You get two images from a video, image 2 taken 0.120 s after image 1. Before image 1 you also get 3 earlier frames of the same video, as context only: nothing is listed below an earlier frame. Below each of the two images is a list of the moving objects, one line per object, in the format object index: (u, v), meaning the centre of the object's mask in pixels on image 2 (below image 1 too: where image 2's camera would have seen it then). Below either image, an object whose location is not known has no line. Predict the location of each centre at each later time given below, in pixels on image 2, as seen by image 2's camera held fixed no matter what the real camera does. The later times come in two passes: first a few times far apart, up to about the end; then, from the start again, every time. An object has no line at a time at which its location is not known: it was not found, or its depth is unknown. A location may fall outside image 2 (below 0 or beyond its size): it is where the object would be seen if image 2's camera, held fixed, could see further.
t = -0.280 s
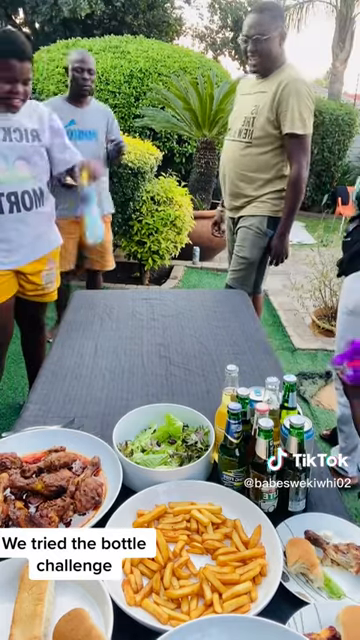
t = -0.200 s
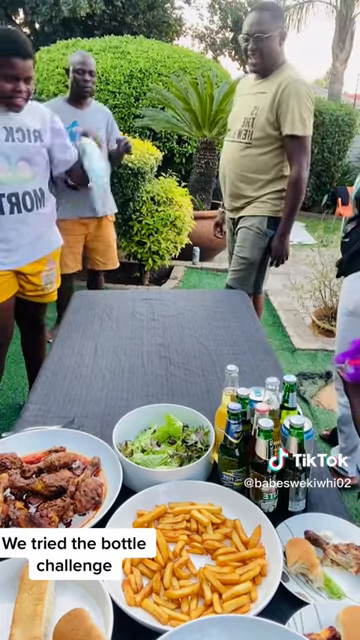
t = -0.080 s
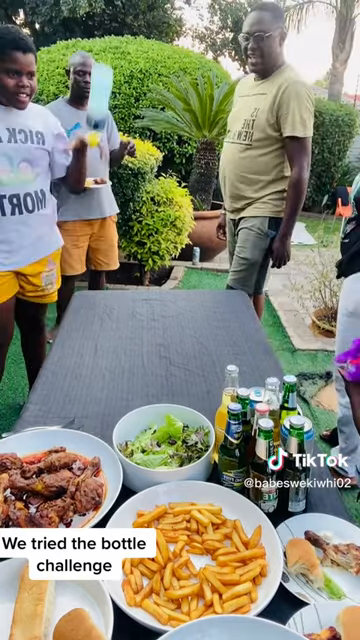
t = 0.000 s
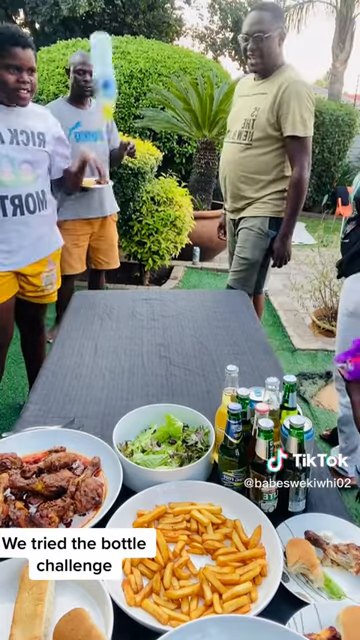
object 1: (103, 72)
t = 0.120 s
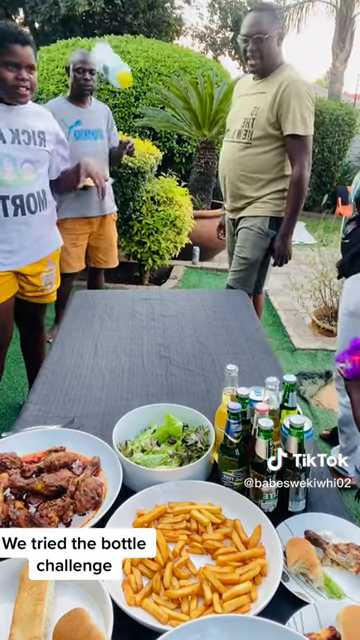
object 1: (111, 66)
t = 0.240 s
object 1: (125, 122)
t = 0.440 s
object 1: (137, 309)
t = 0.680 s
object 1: (148, 349)
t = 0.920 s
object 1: (143, 351)
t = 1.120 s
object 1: (139, 352)
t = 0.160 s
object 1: (114, 79)
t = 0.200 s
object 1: (118, 96)
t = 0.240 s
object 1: (125, 122)
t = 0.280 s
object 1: (121, 153)
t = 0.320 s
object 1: (128, 187)
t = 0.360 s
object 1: (131, 225)
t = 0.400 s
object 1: (134, 266)
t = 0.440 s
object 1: (137, 309)
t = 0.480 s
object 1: (142, 321)
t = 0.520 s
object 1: (143, 328)
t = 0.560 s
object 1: (145, 337)
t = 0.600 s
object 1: (146, 344)
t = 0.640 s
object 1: (147, 347)
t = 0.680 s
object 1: (148, 349)
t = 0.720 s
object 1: (147, 349)
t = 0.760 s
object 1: (146, 350)
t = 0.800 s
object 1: (145, 350)
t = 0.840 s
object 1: (145, 350)
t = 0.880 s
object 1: (144, 350)
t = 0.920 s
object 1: (143, 351)
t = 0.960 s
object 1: (142, 351)
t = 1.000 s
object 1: (141, 351)
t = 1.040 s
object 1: (141, 351)
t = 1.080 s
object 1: (140, 352)
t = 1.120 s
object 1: (139, 352)
